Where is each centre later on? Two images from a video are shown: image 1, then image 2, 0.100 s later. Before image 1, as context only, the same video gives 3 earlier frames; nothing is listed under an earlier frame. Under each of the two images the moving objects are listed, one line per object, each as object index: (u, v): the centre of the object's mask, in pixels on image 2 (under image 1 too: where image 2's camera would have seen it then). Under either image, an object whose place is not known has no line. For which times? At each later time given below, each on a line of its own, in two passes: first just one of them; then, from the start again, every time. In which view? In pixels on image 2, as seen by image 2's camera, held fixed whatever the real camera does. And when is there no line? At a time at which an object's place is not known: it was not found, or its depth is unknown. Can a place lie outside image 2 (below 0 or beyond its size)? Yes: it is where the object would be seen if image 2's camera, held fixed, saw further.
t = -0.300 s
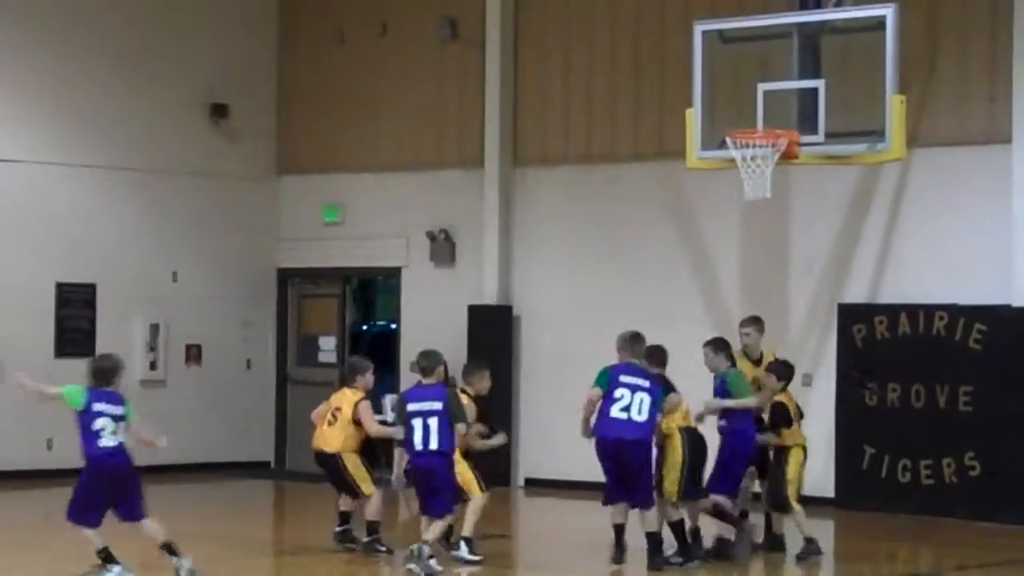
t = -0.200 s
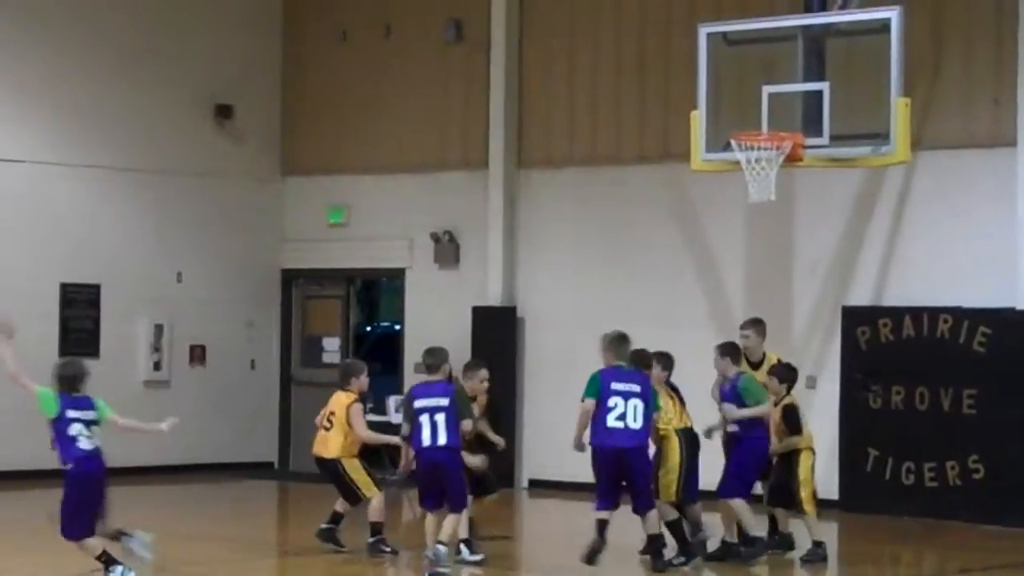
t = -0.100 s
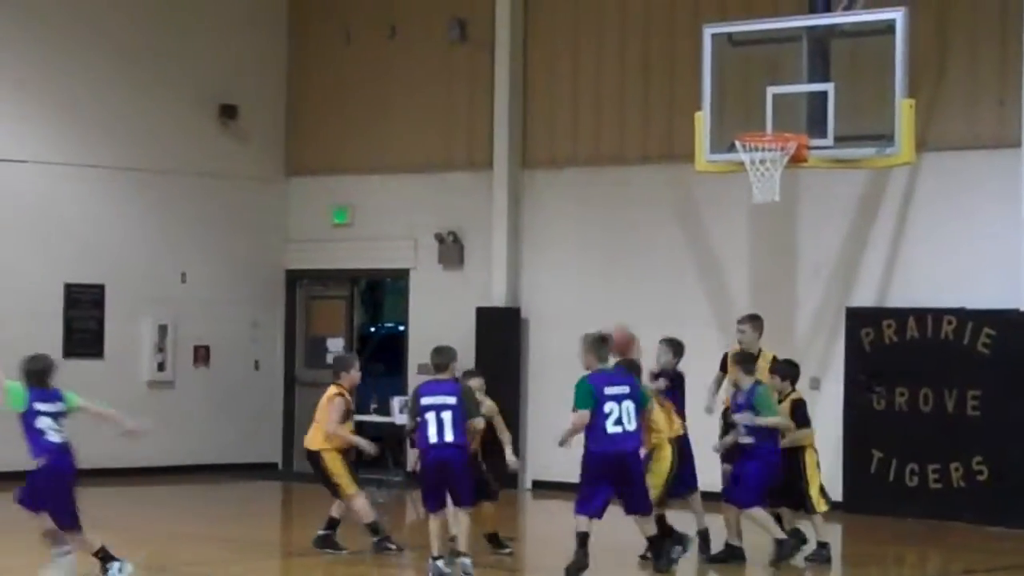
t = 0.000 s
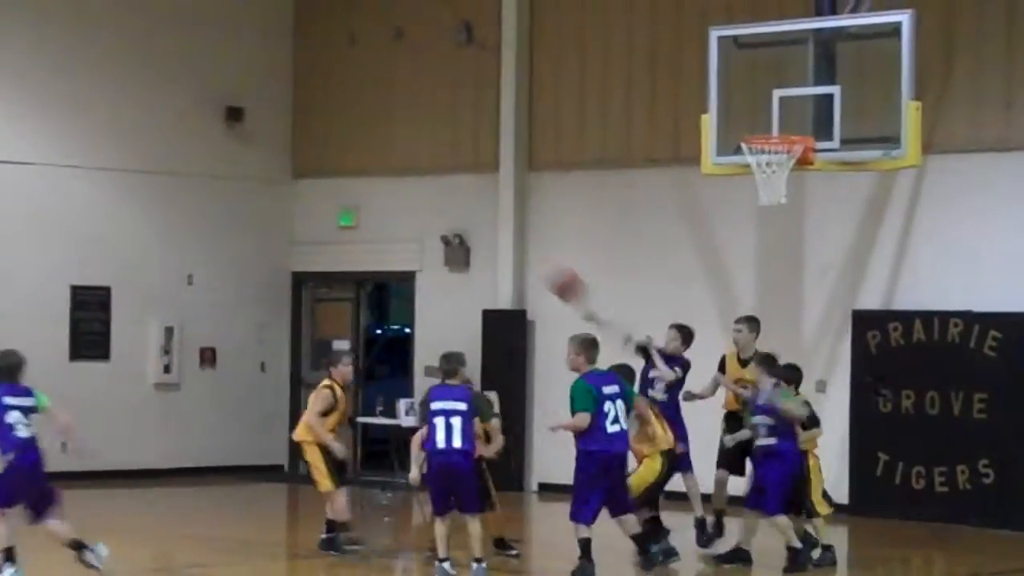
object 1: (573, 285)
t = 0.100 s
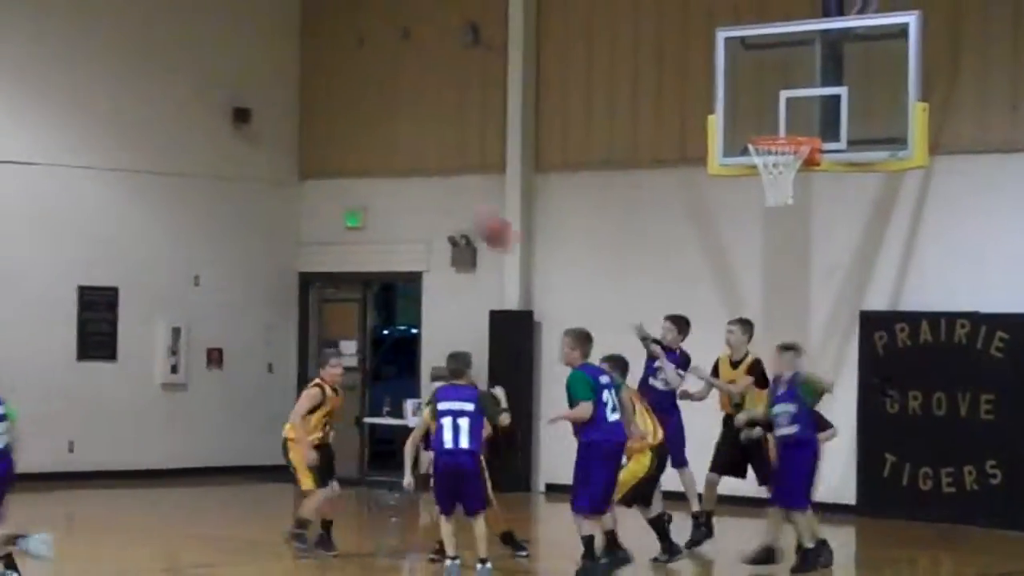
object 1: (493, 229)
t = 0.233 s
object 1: (385, 174)
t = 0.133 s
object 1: (468, 216)
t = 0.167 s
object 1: (440, 201)
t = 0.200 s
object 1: (412, 187)
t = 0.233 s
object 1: (385, 174)
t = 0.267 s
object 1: (354, 163)
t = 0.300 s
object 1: (326, 154)
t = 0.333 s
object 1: (295, 148)
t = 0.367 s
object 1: (263, 140)
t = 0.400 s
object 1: (232, 136)
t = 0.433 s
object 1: (199, 132)
